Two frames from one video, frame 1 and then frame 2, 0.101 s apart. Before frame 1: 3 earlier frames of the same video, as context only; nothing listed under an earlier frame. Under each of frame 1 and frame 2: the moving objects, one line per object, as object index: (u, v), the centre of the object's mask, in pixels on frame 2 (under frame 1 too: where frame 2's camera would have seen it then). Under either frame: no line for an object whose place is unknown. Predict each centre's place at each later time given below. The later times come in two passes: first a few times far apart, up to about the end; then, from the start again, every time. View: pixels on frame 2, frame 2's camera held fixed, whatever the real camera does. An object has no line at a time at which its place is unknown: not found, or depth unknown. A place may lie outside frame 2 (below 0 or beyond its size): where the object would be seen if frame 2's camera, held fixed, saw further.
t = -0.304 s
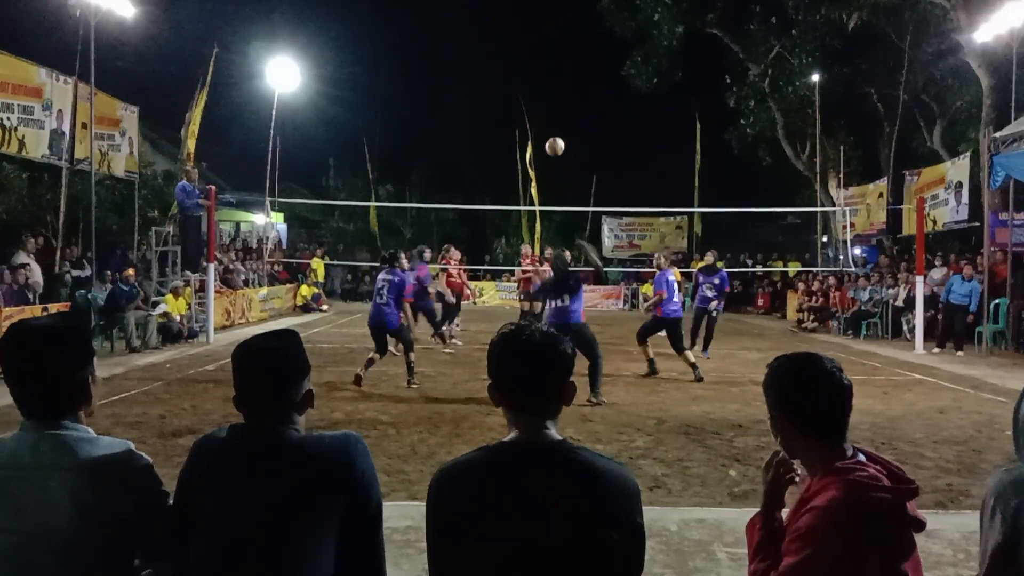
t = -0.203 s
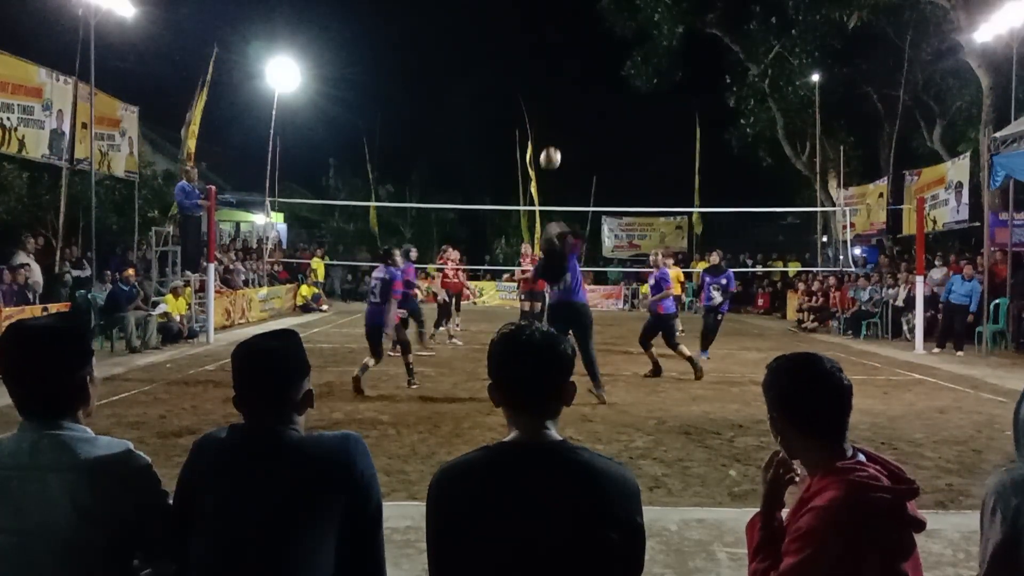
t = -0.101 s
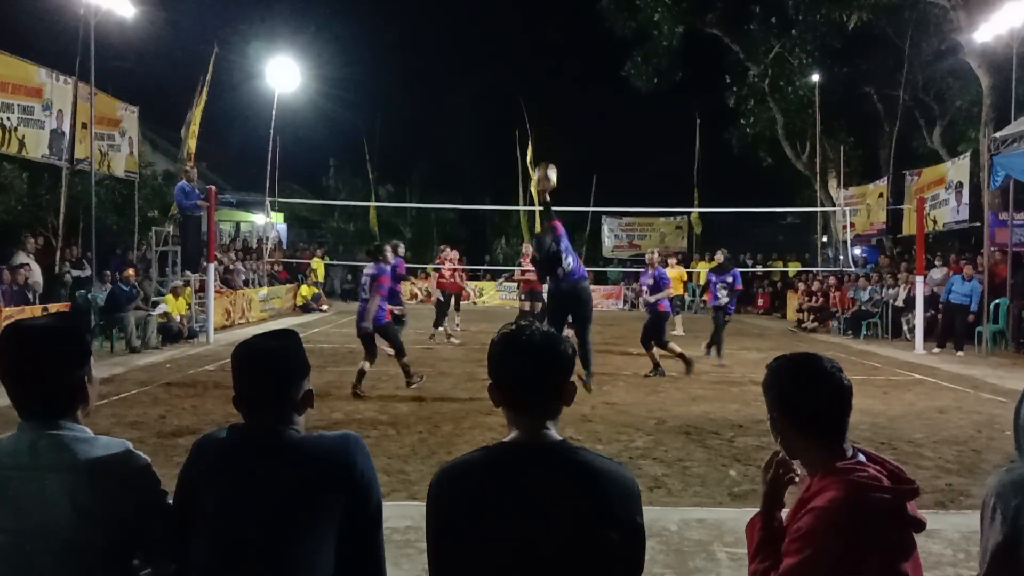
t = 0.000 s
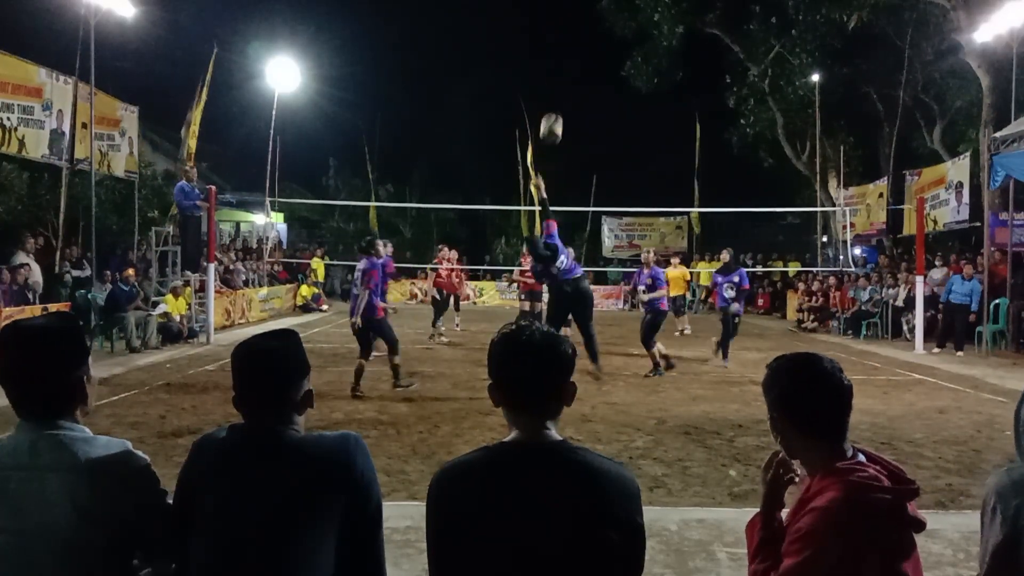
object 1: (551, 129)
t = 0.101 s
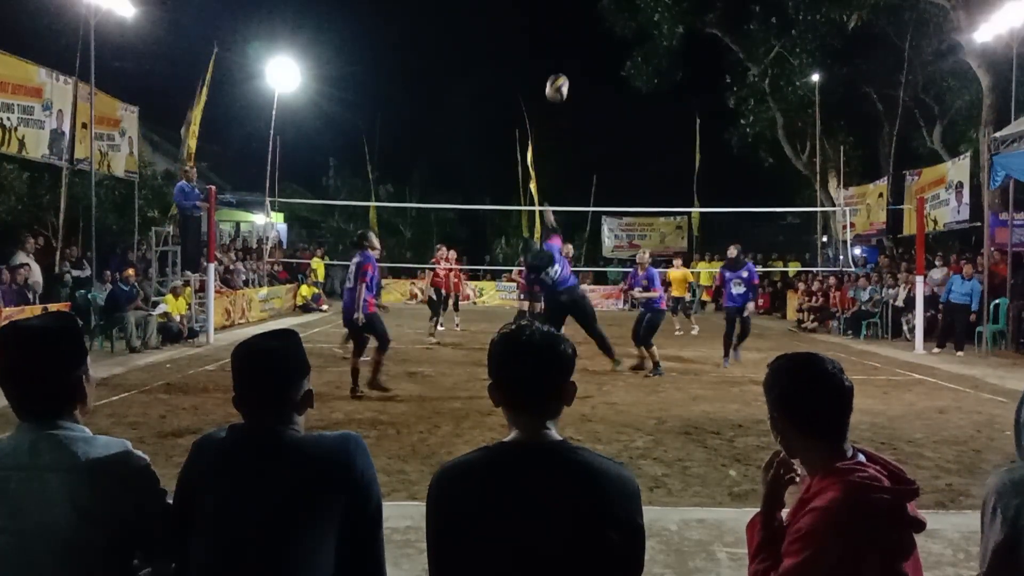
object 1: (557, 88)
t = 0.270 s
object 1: (566, 46)
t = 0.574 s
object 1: (579, 40)
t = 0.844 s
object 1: (587, 103)
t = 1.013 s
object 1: (590, 172)
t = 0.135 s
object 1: (559, 77)
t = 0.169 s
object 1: (561, 67)
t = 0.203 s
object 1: (563, 59)
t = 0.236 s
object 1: (564, 52)
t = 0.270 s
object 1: (566, 46)
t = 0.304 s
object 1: (568, 41)
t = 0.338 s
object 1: (569, 37)
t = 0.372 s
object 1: (571, 34)
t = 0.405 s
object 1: (572, 32)
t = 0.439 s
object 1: (574, 32)
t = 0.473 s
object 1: (576, 32)
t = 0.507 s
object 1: (577, 34)
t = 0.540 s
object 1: (578, 37)
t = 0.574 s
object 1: (579, 40)
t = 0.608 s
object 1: (581, 44)
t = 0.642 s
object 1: (582, 50)
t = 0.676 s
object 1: (583, 57)
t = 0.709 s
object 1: (584, 64)
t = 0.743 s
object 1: (585, 73)
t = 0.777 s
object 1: (586, 82)
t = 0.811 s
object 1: (587, 93)
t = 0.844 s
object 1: (587, 103)
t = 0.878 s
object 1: (588, 115)
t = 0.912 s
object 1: (589, 128)
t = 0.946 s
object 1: (589, 141)
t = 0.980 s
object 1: (590, 156)
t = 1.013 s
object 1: (590, 172)
